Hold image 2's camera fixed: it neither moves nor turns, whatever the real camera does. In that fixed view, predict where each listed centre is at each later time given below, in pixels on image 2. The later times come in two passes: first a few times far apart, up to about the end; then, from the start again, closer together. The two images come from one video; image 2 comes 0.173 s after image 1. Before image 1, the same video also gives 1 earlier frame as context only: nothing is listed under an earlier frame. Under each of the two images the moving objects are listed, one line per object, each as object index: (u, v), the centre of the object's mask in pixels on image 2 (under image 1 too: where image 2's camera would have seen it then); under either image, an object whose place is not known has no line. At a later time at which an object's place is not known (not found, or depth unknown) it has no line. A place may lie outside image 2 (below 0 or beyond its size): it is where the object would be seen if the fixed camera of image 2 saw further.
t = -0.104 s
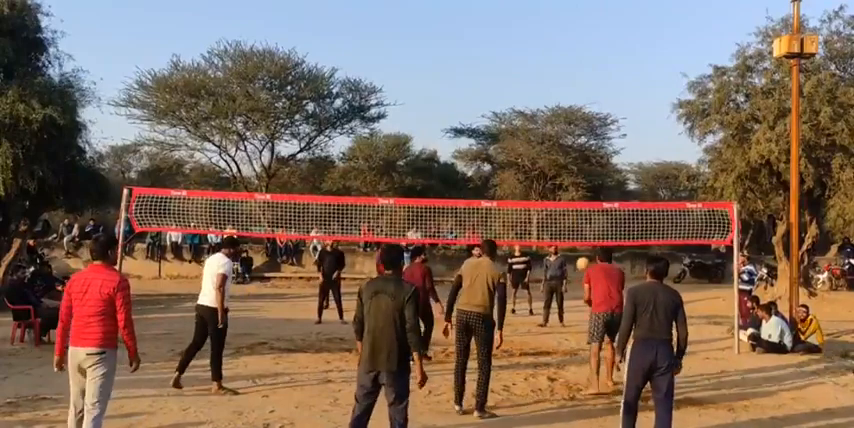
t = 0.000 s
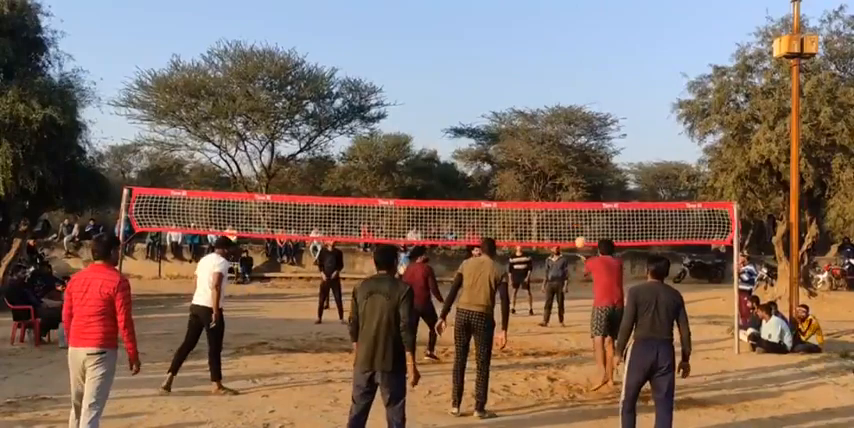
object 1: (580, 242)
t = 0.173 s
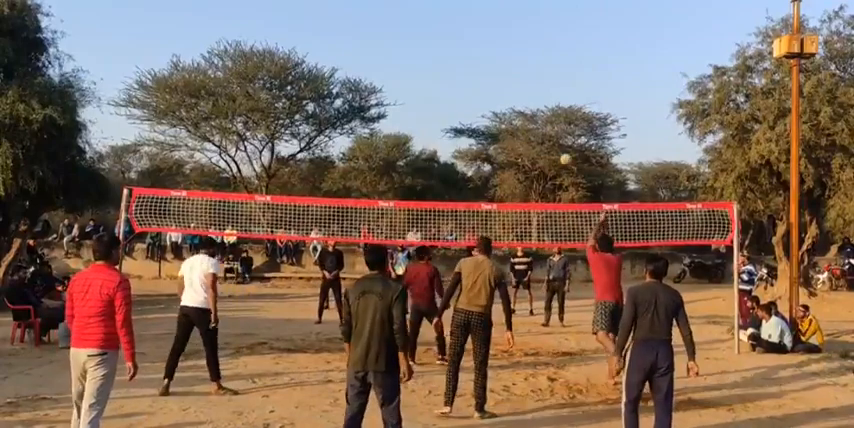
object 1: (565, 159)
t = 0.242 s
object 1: (558, 134)
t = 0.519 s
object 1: (541, 75)
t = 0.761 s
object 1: (527, 61)
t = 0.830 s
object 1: (523, 63)
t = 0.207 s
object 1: (562, 146)
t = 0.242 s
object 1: (558, 134)
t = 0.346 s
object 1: (551, 105)
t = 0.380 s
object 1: (549, 97)
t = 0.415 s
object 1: (548, 90)
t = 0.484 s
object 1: (543, 79)
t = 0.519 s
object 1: (541, 75)
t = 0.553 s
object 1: (538, 70)
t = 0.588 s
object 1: (536, 68)
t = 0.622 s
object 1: (534, 65)
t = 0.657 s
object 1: (532, 63)
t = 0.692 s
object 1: (531, 62)
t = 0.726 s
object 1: (529, 62)
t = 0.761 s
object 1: (527, 61)
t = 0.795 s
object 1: (524, 62)
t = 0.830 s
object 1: (523, 63)
